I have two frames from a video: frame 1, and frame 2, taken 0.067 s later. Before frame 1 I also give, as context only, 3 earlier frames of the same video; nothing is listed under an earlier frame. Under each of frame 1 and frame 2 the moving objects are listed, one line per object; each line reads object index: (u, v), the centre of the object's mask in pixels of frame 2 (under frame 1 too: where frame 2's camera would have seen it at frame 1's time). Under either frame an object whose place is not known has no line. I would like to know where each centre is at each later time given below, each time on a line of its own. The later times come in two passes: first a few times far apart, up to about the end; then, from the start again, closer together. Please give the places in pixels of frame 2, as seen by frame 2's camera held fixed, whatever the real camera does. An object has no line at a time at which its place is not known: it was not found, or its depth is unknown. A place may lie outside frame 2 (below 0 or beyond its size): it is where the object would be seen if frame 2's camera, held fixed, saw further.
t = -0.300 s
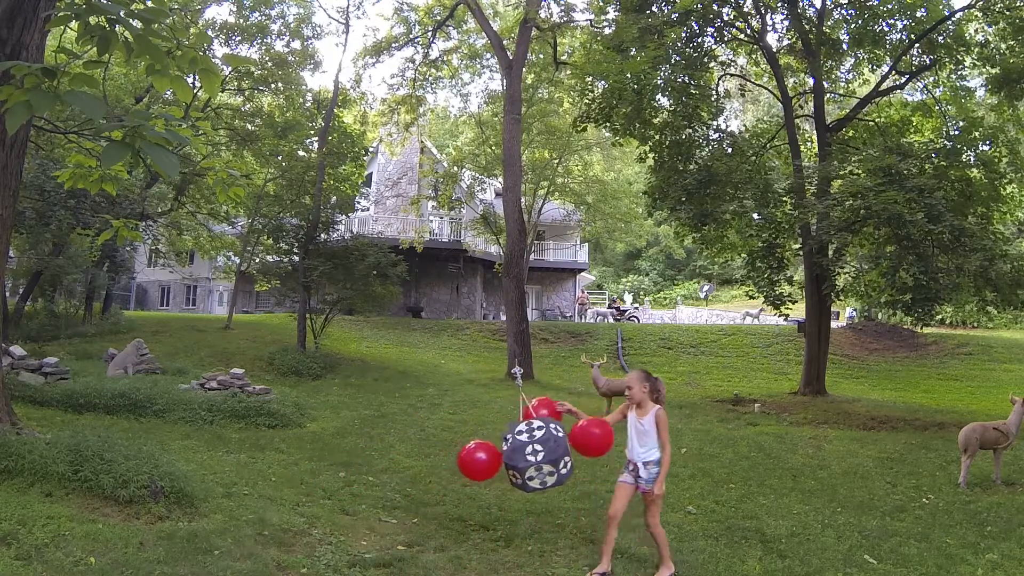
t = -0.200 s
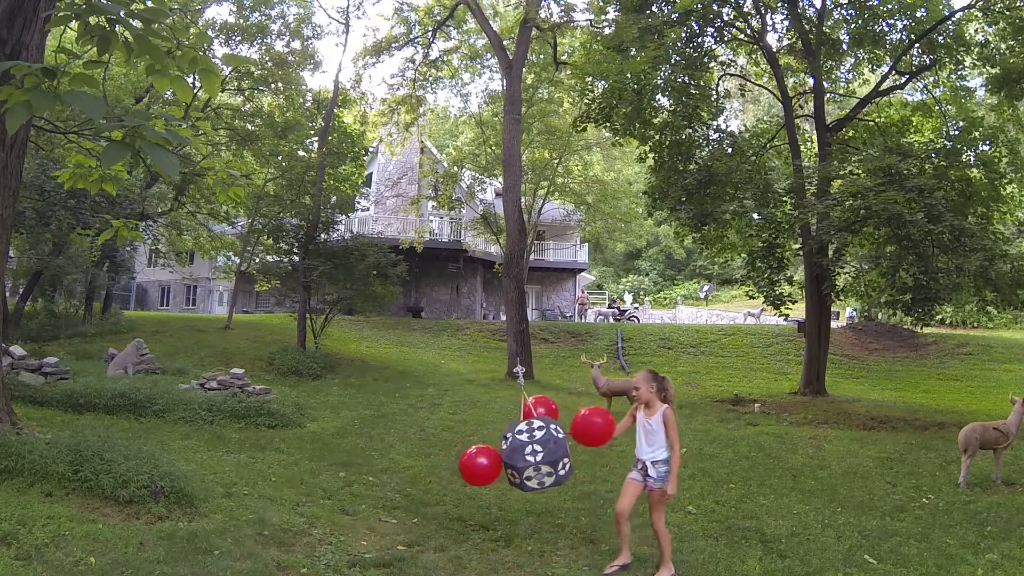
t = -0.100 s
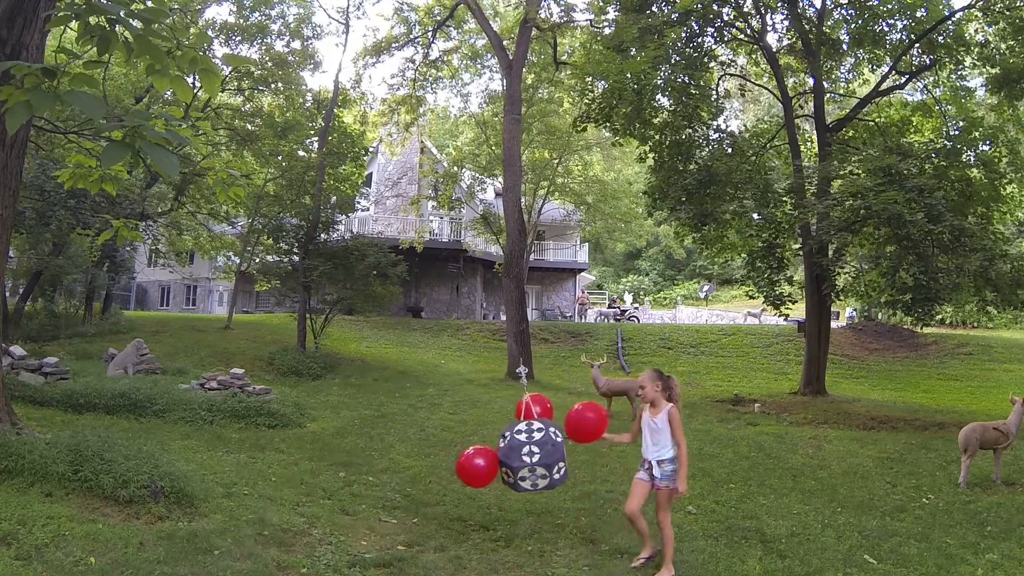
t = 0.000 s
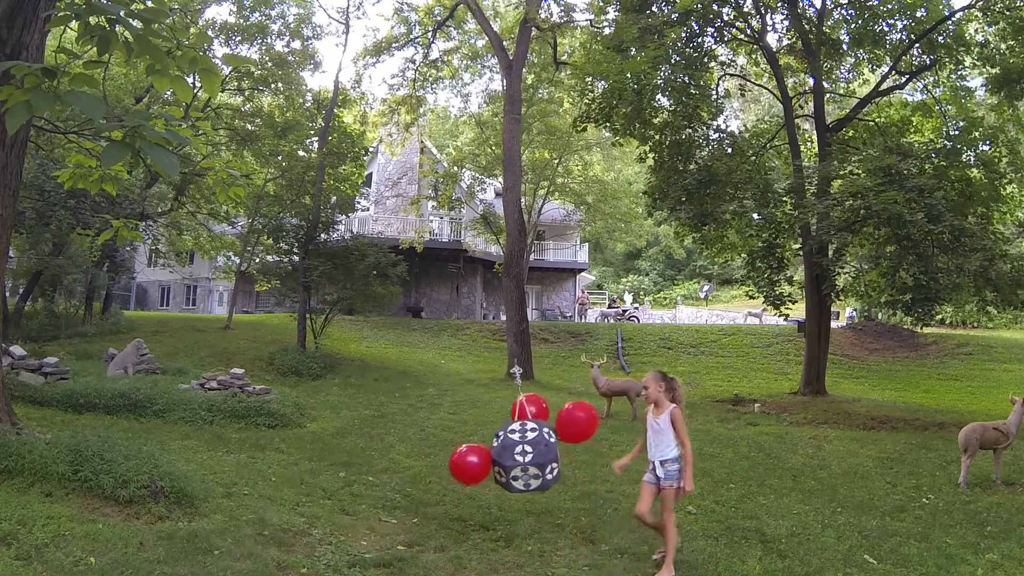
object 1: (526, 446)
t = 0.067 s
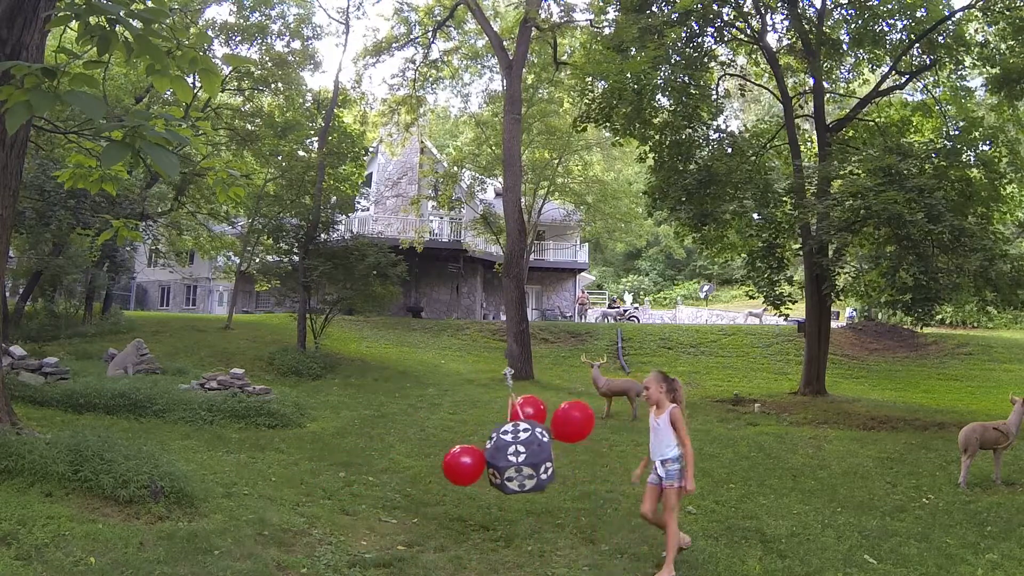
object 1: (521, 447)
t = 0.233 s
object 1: (503, 452)
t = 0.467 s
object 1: (462, 460)
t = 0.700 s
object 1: (411, 462)
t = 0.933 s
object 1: (356, 459)
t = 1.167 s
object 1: (298, 455)
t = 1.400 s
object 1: (245, 449)
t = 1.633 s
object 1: (201, 442)
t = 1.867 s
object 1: (173, 435)
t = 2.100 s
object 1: (156, 432)
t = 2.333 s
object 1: (154, 436)
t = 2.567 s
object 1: (167, 442)
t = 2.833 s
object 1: (199, 444)
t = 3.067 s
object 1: (240, 449)
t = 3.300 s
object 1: (288, 455)
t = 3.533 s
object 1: (344, 458)
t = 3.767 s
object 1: (398, 460)
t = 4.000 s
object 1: (449, 461)
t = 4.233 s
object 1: (491, 460)
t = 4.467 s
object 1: (518, 455)
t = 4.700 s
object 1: (532, 449)
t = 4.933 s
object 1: (529, 449)
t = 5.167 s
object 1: (511, 455)
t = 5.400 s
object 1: (479, 462)
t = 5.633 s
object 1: (436, 466)
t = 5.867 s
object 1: (387, 466)
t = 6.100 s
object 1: (332, 463)
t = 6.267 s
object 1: (294, 463)
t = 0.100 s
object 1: (518, 447)
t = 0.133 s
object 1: (514, 448)
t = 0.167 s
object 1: (511, 450)
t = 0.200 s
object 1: (507, 451)
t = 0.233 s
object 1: (503, 452)
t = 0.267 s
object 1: (498, 453)
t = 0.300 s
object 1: (493, 455)
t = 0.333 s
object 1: (487, 456)
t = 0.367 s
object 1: (481, 457)
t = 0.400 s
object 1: (475, 458)
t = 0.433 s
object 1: (469, 459)
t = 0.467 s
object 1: (462, 460)
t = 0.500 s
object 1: (455, 460)
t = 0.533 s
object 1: (448, 461)
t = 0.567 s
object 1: (441, 461)
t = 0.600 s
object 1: (434, 462)
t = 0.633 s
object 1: (427, 462)
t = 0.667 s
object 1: (419, 462)
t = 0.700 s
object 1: (411, 462)
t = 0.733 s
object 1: (404, 461)
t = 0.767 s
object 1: (396, 461)
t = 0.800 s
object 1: (388, 461)
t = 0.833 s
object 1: (381, 461)
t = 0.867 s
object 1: (372, 460)
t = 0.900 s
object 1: (364, 460)
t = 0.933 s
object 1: (356, 459)
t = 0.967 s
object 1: (348, 459)
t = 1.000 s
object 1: (339, 458)
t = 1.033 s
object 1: (330, 458)
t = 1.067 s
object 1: (322, 457)
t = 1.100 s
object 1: (314, 456)
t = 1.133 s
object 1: (305, 456)
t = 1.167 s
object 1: (298, 455)
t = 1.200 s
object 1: (290, 454)
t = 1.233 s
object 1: (282, 453)
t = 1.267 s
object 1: (275, 452)
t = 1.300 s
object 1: (267, 452)
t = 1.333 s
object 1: (260, 451)
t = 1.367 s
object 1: (252, 450)
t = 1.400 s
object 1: (245, 449)
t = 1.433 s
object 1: (238, 450)
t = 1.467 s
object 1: (231, 448)
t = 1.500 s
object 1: (224, 447)
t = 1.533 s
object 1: (218, 446)
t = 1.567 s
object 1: (212, 445)
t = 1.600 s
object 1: (206, 444)
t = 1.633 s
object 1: (201, 442)
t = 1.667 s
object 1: (197, 441)
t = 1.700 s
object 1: (192, 440)
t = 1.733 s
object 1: (188, 439)
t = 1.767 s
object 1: (184, 437)
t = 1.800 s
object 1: (180, 437)
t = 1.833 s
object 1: (176, 436)
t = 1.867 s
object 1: (173, 435)
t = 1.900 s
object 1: (170, 435)
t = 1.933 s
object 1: (167, 434)
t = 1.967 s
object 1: (164, 434)
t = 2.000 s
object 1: (162, 433)
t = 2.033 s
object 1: (159, 432)
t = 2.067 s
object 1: (158, 432)
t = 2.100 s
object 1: (156, 432)
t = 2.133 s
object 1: (155, 432)
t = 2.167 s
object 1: (153, 434)
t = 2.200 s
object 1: (153, 434)
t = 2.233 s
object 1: (153, 434)
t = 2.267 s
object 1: (153, 434)
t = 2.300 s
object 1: (153, 435)
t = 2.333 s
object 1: (154, 436)
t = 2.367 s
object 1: (155, 437)
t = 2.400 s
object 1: (156, 438)
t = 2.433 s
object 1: (158, 438)
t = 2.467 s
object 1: (160, 439)
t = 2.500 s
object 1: (162, 440)
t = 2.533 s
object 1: (164, 441)
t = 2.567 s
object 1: (167, 442)
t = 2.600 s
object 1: (170, 442)
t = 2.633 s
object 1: (174, 442)
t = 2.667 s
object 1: (177, 443)
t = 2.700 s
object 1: (181, 443)
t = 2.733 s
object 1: (186, 443)
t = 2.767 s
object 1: (190, 443)
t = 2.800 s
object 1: (194, 444)
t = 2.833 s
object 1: (199, 444)
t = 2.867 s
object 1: (204, 444)
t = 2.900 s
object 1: (209, 445)
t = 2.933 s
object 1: (215, 446)
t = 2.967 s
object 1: (221, 447)
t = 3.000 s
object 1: (228, 447)
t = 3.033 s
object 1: (234, 448)
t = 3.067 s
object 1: (240, 449)
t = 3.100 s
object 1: (247, 450)
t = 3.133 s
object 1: (253, 450)
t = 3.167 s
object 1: (260, 452)
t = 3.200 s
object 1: (267, 453)
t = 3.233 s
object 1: (273, 454)
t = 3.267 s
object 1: (281, 454)
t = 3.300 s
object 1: (288, 455)
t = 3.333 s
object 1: (296, 456)
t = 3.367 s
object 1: (304, 456)
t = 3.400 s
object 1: (312, 457)
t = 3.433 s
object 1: (320, 457)
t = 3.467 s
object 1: (328, 457)
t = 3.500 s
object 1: (336, 458)
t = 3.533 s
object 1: (344, 458)
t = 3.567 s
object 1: (352, 459)
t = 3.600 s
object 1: (360, 459)
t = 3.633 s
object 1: (367, 459)
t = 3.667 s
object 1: (375, 459)
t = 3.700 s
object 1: (382, 460)
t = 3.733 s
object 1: (390, 460)
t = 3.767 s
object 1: (398, 460)
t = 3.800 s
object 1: (406, 460)
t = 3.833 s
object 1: (413, 460)
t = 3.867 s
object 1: (421, 461)
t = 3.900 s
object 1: (428, 461)
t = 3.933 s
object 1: (436, 461)
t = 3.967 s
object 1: (442, 461)
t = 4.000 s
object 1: (449, 461)
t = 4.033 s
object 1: (456, 461)
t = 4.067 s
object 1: (462, 461)
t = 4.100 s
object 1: (468, 461)
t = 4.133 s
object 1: (474, 461)
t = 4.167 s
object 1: (480, 460)
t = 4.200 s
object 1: (485, 460)
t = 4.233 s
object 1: (491, 460)
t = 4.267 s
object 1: (496, 459)
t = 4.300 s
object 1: (500, 459)
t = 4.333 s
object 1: (504, 458)
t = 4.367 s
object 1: (508, 458)
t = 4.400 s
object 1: (512, 457)
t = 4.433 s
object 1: (515, 456)
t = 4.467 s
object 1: (518, 455)
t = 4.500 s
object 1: (521, 454)
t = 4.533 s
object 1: (524, 453)
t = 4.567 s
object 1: (526, 452)
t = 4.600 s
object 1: (528, 451)
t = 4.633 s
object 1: (530, 450)
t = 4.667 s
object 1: (531, 450)
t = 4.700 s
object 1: (532, 449)
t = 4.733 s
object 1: (532, 449)
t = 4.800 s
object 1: (532, 448)
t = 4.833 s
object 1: (532, 448)
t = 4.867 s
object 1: (532, 448)
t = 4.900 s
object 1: (530, 449)
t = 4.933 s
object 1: (529, 449)
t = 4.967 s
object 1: (527, 450)
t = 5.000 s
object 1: (526, 450)
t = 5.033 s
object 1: (523, 451)
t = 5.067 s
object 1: (521, 452)
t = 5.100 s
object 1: (518, 453)
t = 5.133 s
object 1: (515, 454)
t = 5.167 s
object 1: (511, 455)
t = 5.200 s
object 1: (508, 457)
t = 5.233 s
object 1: (504, 458)
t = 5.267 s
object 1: (499, 459)
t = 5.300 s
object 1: (494, 460)
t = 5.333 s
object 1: (489, 460)
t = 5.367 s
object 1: (484, 461)
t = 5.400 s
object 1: (479, 462)
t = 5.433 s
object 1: (473, 463)
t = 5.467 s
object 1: (467, 464)
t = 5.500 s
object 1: (461, 464)
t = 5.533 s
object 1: (455, 465)
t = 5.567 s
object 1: (449, 465)
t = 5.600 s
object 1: (442, 466)
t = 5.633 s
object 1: (436, 466)
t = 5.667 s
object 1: (429, 466)
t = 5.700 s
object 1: (423, 466)
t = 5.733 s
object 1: (416, 466)
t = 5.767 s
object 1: (408, 466)
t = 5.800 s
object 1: (401, 466)
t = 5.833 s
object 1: (394, 466)
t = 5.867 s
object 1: (387, 466)
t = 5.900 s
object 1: (379, 465)
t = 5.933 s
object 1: (371, 465)
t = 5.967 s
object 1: (363, 464)
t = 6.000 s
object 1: (355, 464)
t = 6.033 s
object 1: (348, 463)
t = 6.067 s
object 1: (340, 463)
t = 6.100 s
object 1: (332, 463)
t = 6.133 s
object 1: (324, 463)
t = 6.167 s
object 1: (317, 463)
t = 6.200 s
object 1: (309, 463)
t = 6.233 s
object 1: (302, 463)
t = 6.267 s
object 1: (294, 463)
